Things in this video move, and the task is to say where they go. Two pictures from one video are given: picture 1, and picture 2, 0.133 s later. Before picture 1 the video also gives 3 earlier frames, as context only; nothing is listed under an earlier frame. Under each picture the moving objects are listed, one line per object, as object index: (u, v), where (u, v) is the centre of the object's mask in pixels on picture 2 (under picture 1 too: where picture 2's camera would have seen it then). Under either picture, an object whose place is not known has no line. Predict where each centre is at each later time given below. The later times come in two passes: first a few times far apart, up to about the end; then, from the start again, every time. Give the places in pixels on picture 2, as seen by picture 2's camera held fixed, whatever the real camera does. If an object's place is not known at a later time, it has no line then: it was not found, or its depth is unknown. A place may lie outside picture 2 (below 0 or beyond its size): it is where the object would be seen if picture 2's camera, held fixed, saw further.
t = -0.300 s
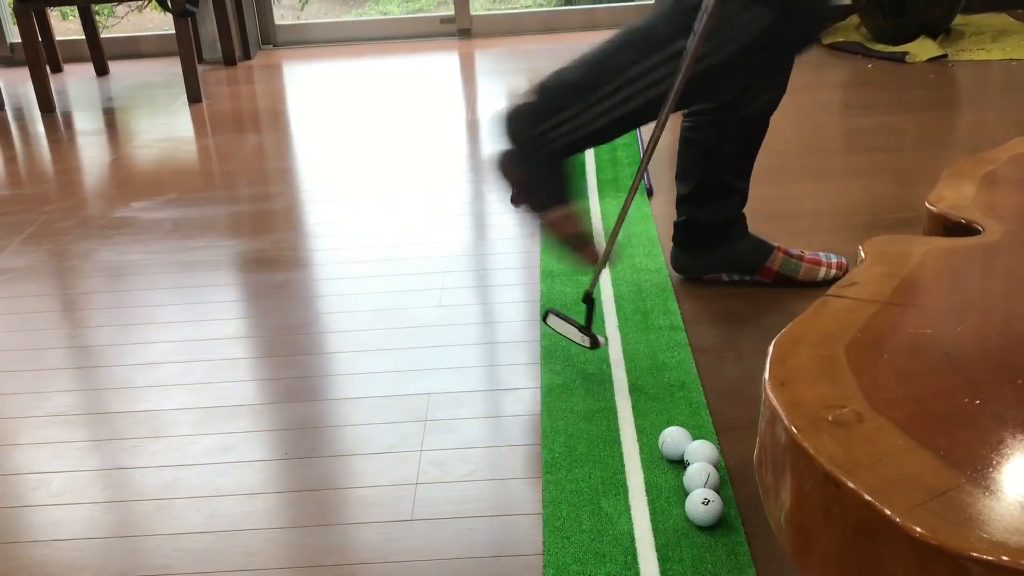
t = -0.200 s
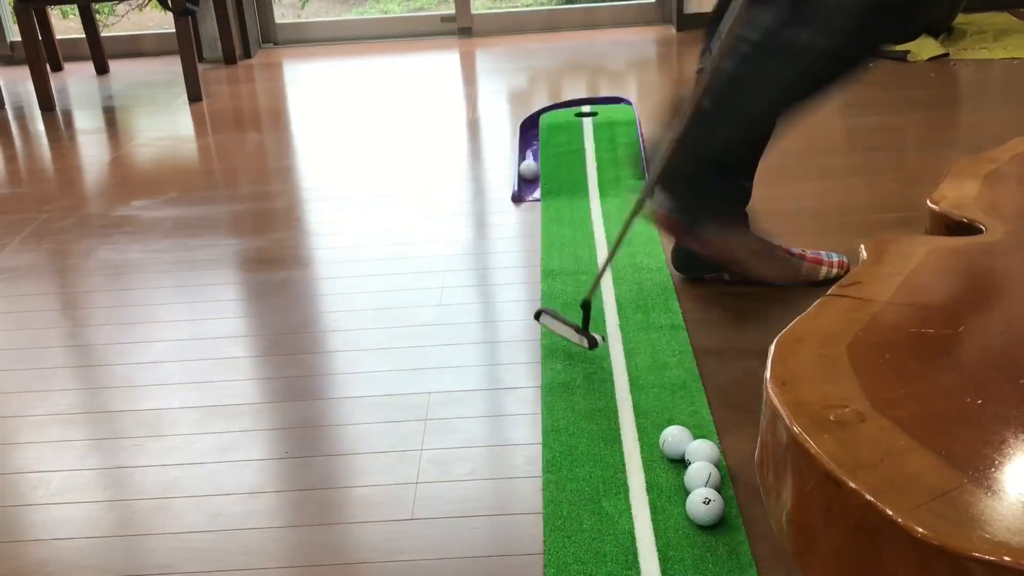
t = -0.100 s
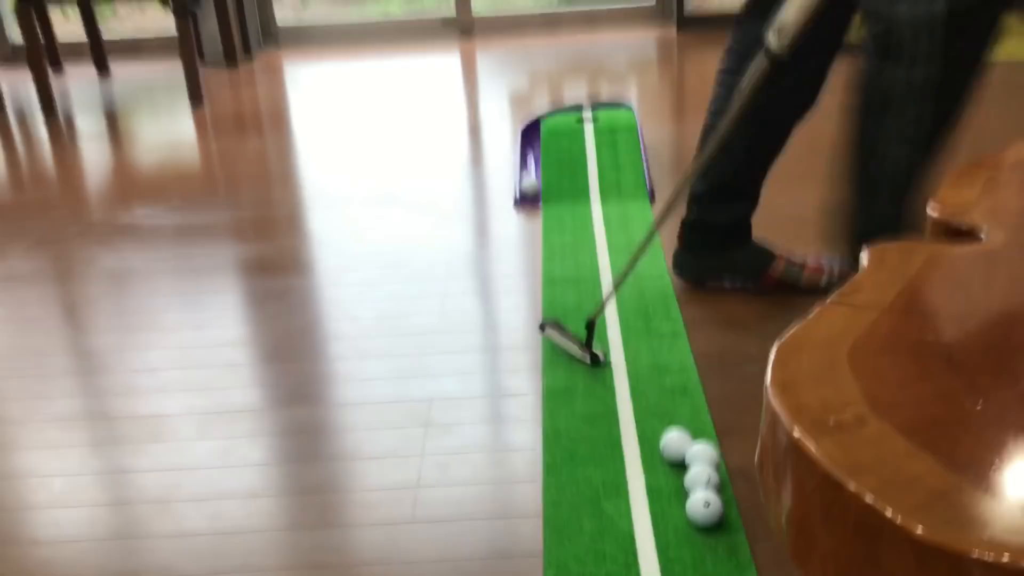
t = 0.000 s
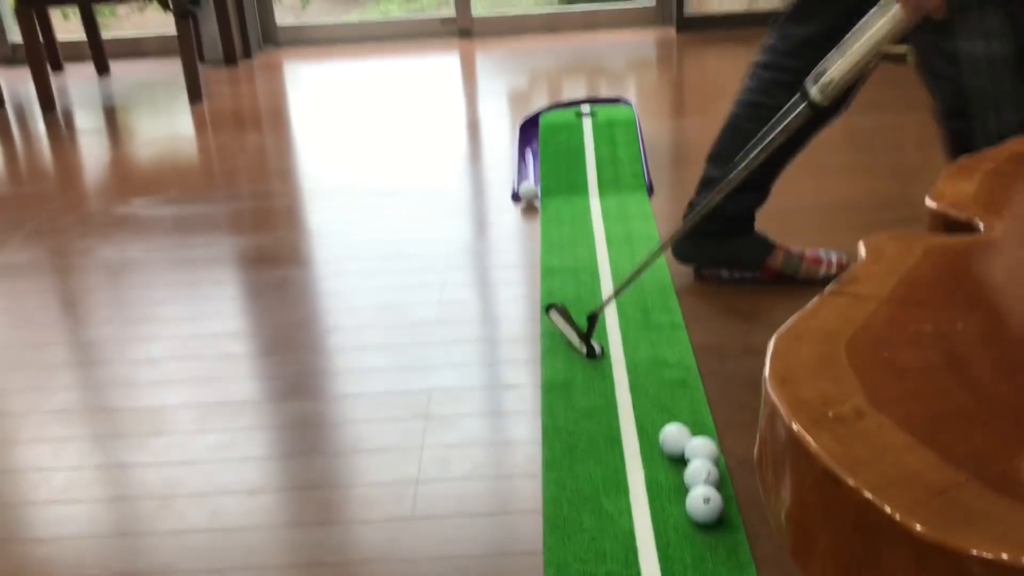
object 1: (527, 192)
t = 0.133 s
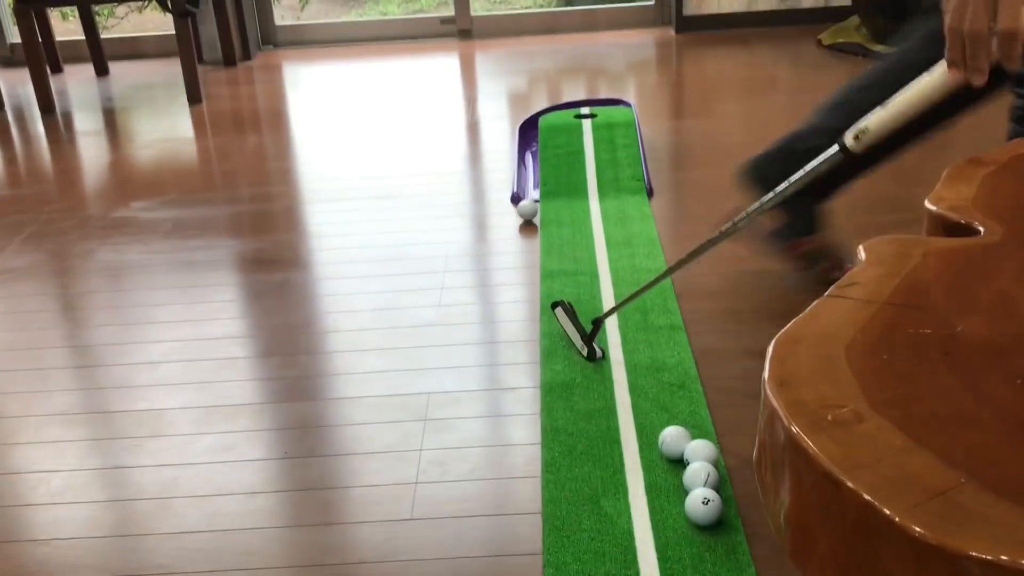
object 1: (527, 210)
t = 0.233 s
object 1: (527, 223)
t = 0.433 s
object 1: (526, 247)
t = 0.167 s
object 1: (527, 214)
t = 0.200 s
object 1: (527, 218)
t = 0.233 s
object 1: (527, 223)
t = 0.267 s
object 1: (526, 226)
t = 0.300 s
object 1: (526, 223)
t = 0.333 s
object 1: (525, 229)
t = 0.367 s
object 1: (525, 239)
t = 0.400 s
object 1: (526, 244)
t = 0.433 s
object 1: (526, 247)
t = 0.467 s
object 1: (526, 251)
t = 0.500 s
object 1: (526, 257)
